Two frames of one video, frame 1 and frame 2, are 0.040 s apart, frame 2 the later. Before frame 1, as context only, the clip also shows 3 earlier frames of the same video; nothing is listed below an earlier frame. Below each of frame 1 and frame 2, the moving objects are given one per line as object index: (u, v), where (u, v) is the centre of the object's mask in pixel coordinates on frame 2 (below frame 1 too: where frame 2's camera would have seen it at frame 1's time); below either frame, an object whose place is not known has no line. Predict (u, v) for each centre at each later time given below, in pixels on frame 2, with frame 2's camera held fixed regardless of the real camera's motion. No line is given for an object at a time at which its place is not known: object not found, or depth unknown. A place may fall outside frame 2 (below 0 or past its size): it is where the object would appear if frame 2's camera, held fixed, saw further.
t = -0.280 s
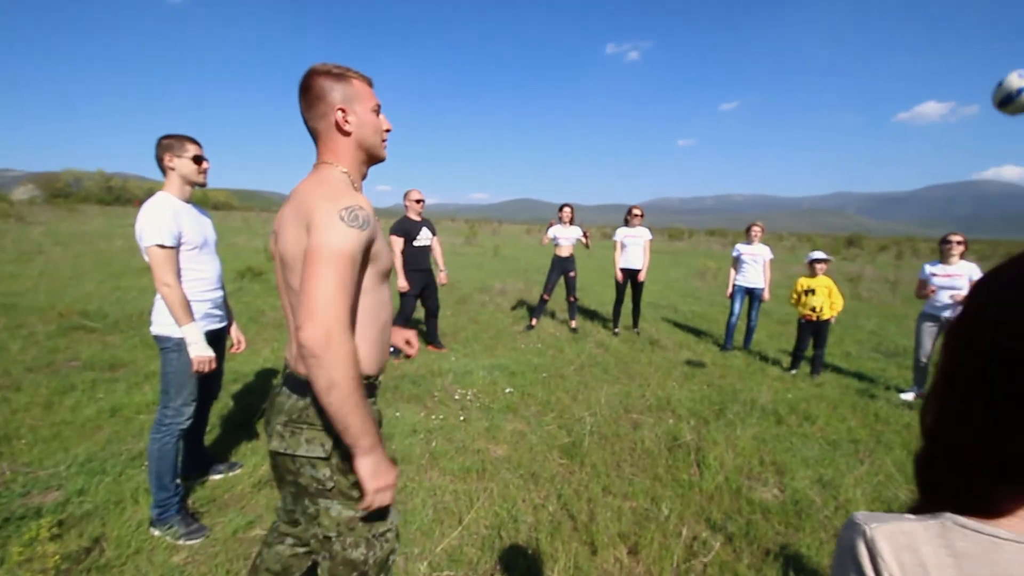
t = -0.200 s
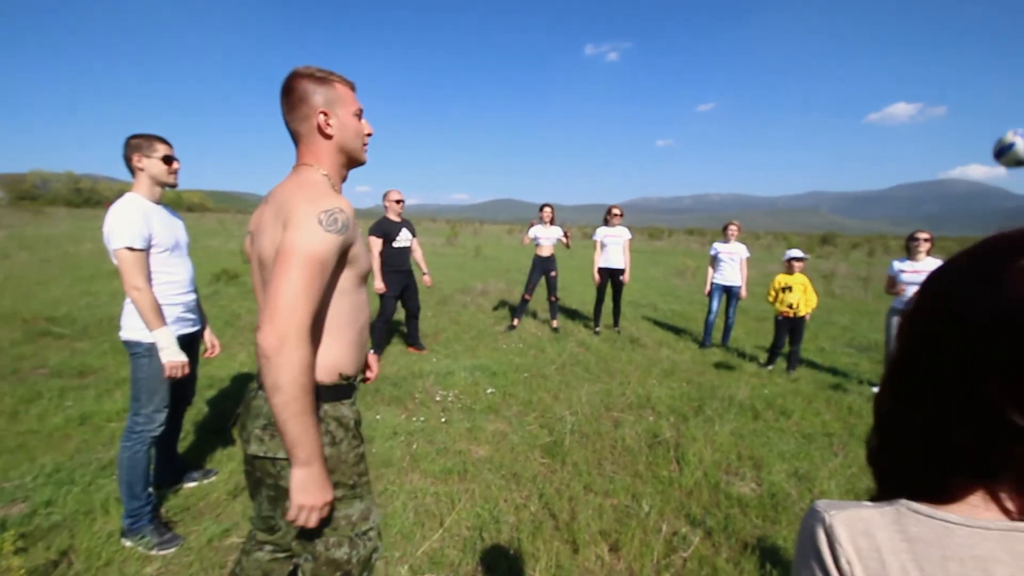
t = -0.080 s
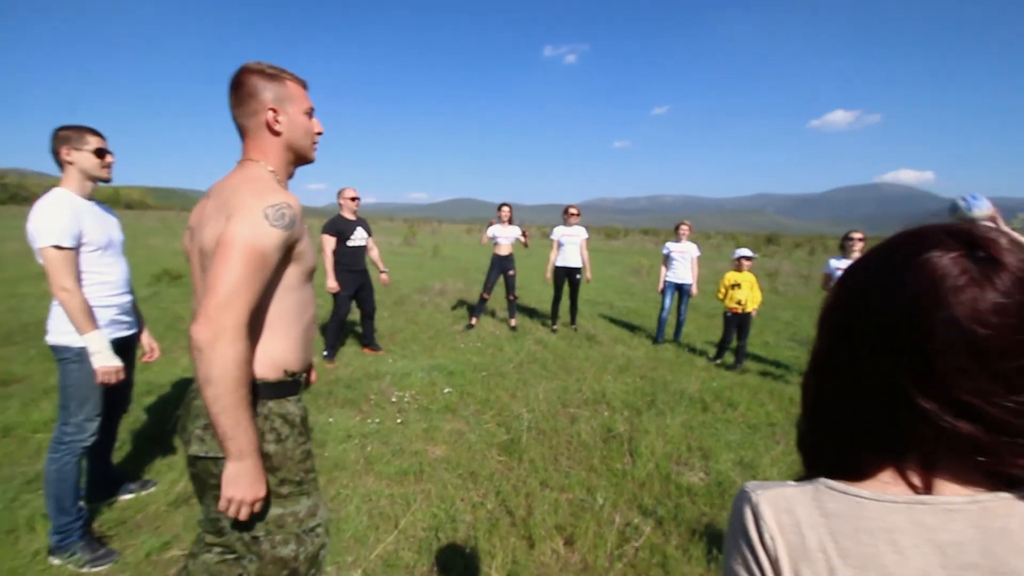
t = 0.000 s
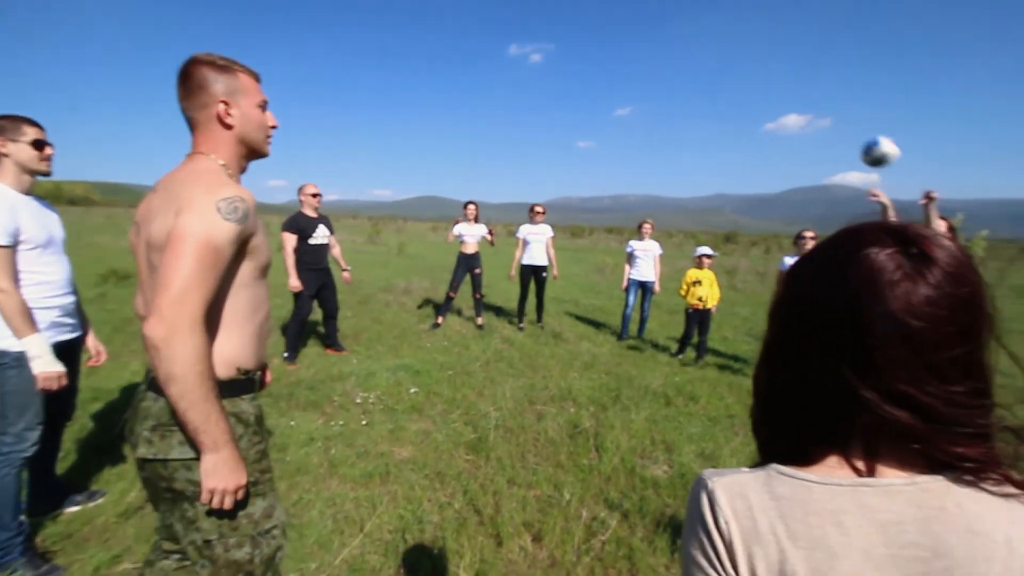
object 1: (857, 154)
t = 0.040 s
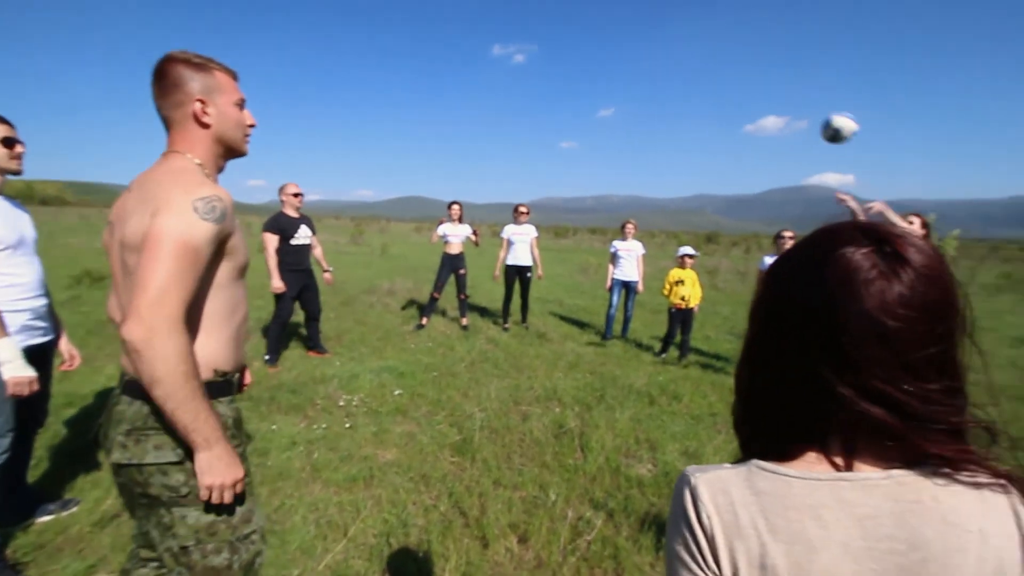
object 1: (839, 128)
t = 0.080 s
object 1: (822, 104)
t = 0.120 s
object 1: (804, 83)
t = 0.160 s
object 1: (787, 64)
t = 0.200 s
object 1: (770, 47)
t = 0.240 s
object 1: (753, 33)
